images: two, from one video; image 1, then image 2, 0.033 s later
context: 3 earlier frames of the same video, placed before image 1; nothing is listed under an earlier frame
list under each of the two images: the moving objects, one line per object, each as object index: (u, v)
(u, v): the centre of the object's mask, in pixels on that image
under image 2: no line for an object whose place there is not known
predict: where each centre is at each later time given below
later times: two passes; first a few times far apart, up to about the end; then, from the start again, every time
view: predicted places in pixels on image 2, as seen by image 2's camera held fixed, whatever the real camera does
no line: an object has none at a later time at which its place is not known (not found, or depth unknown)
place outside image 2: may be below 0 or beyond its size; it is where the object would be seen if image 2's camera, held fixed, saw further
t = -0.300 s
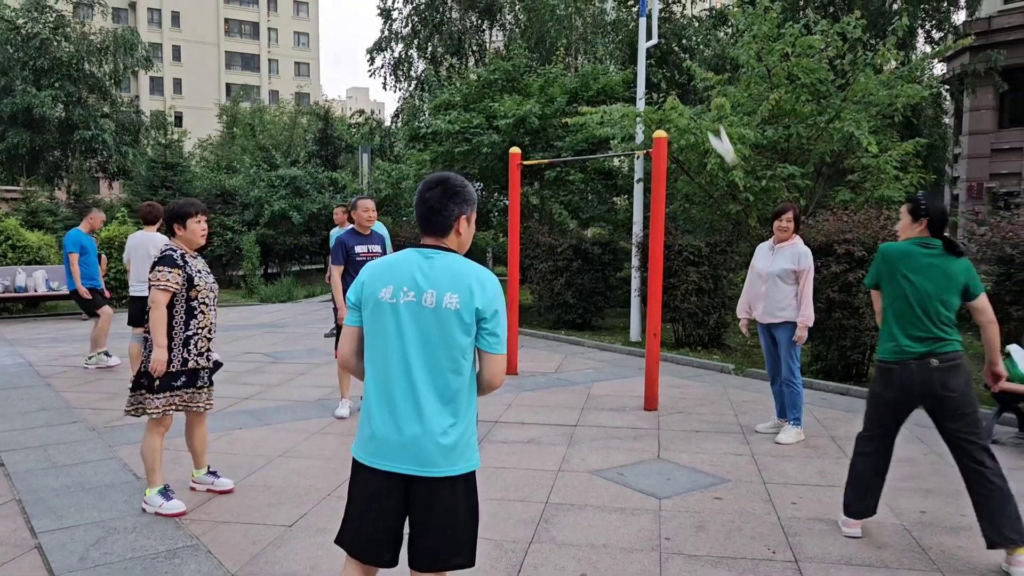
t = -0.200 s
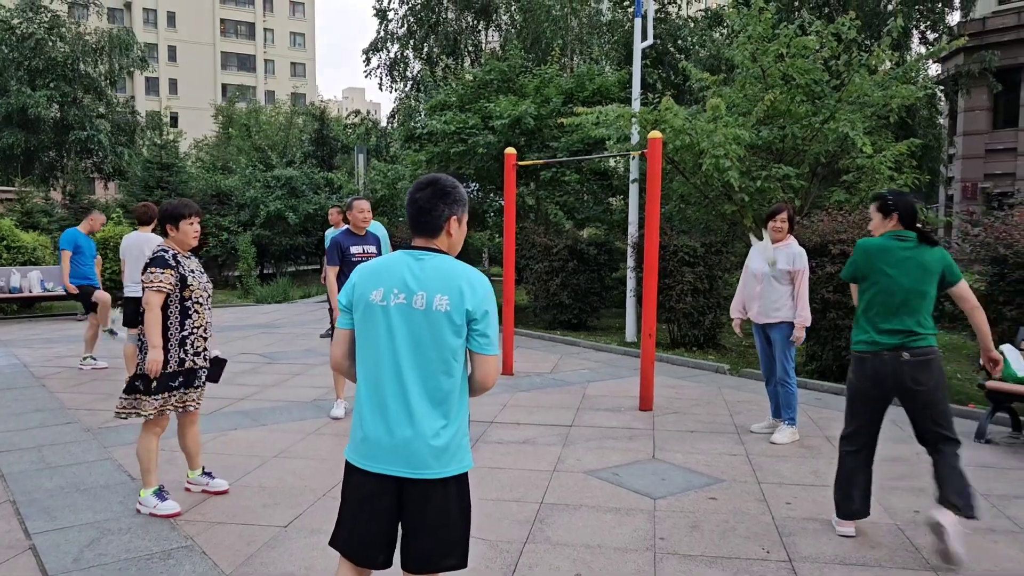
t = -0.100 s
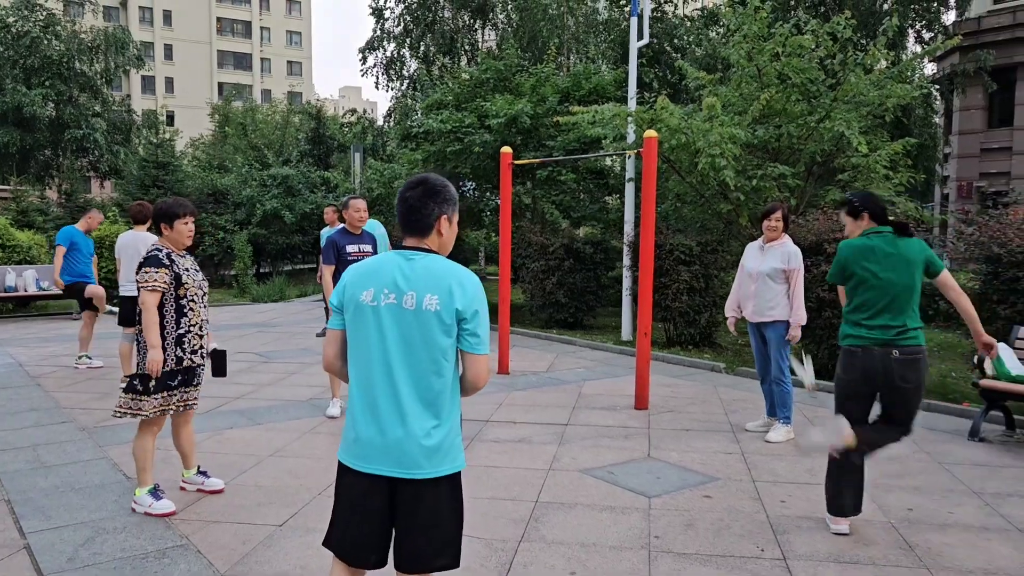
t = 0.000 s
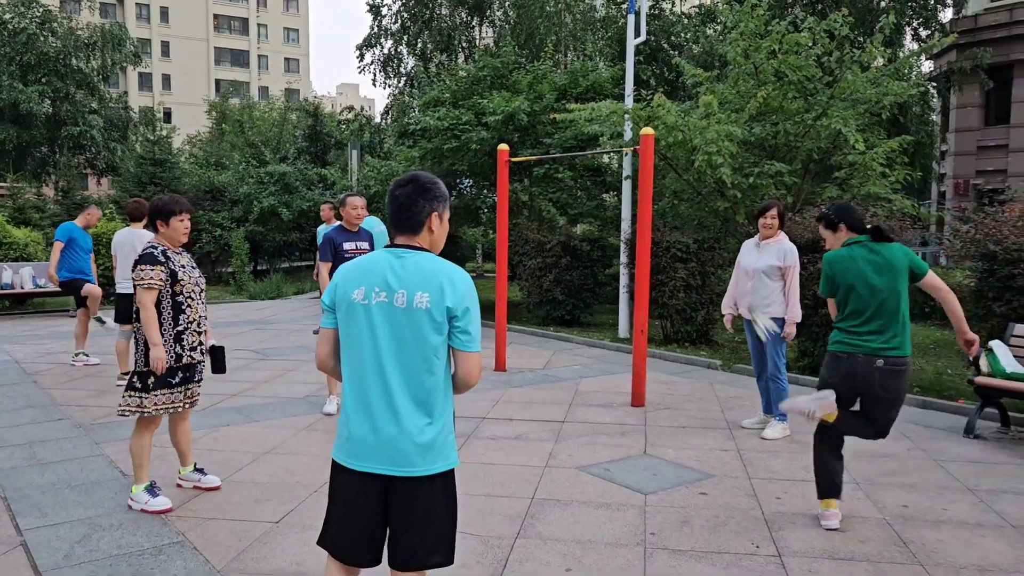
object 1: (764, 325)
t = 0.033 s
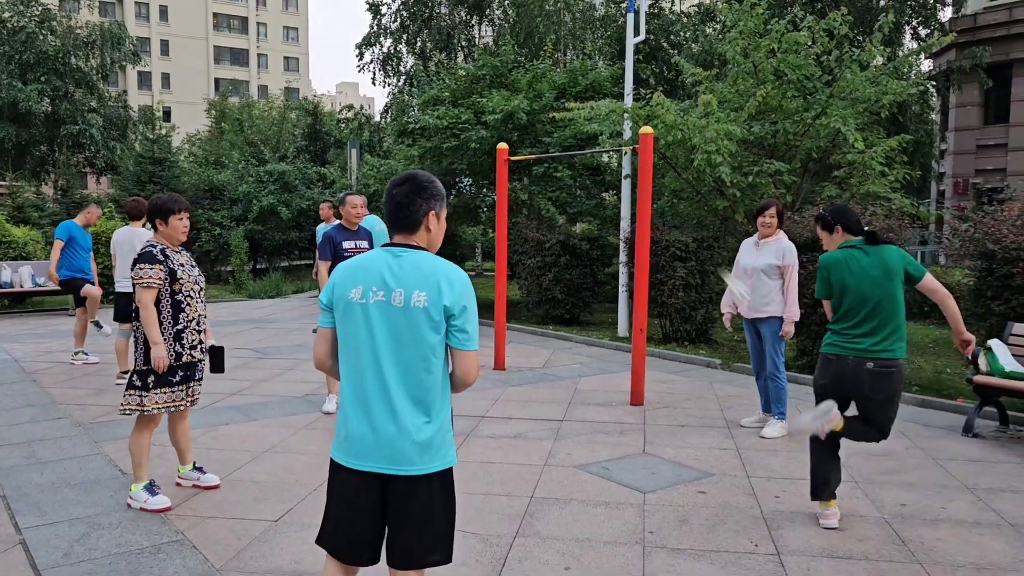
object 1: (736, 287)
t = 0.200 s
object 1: (627, 166)
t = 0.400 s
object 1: (509, 107)
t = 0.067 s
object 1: (711, 258)
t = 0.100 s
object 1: (688, 231)
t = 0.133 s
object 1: (667, 206)
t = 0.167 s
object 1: (648, 184)
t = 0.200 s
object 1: (627, 166)
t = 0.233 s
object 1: (607, 151)
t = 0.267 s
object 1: (585, 137)
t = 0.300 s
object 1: (564, 127)
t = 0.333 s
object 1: (543, 118)
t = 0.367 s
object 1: (526, 112)
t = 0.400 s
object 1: (509, 107)
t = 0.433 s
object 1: (493, 103)
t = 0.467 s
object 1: (477, 100)
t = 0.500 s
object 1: (462, 98)
